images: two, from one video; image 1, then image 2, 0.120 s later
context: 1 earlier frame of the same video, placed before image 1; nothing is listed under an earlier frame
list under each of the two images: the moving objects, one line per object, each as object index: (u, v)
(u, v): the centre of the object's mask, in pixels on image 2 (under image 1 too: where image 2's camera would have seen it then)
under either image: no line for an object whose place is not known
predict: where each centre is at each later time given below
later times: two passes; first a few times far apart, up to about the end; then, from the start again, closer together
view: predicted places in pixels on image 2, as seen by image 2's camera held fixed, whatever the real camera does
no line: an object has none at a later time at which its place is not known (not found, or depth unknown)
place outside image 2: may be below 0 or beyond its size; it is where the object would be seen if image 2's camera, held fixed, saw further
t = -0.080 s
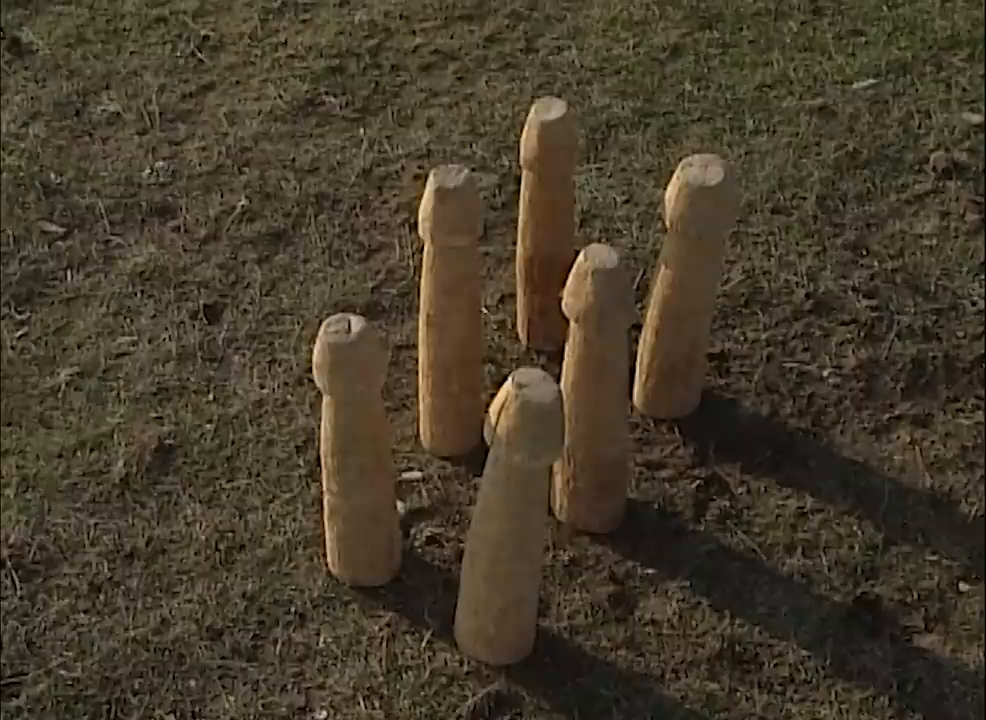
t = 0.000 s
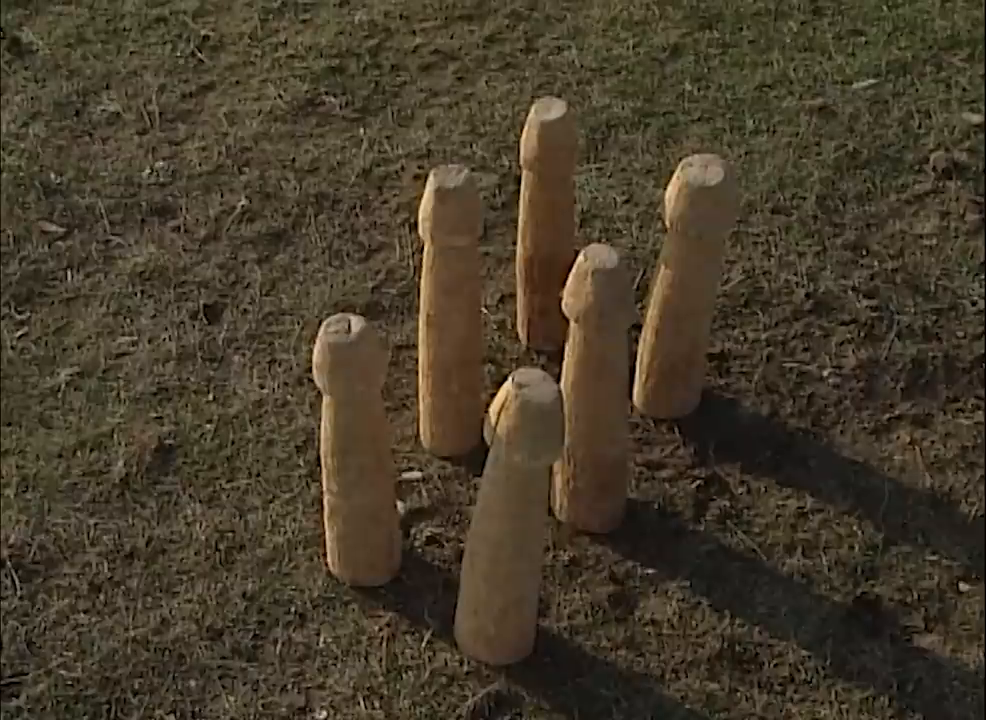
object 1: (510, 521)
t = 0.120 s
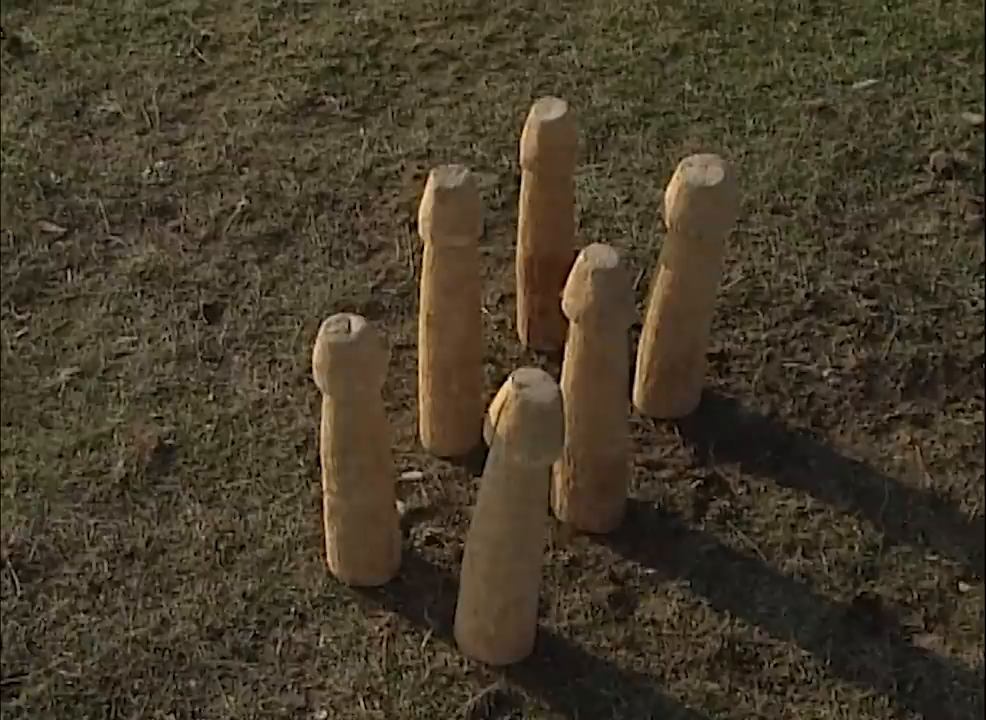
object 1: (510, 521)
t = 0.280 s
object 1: (510, 521)
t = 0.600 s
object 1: (466, 534)
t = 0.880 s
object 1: (386, 530)
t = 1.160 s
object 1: (362, 517)
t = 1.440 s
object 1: (293, 545)
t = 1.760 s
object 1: (264, 564)
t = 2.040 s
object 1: (277, 559)
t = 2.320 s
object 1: (309, 542)
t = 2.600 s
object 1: (308, 542)
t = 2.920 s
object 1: (303, 546)
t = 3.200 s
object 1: (304, 545)
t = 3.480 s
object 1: (304, 546)
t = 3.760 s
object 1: (304, 546)
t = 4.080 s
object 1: (303, 545)
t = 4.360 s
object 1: (303, 545)
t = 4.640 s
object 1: (303, 546)
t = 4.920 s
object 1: (304, 546)
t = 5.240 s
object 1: (304, 546)
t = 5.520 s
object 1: (304, 545)
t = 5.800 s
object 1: (304, 545)
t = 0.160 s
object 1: (510, 521)
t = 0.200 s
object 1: (510, 521)
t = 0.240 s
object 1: (510, 521)
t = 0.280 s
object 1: (510, 521)
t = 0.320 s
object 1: (510, 521)
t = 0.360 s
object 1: (510, 521)
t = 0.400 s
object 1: (510, 521)
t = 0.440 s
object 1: (510, 521)
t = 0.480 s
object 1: (510, 521)
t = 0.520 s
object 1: (498, 525)
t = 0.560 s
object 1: (482, 533)
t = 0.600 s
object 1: (466, 534)
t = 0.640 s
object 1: (451, 535)
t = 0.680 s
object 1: (437, 536)
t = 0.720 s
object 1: (423, 536)
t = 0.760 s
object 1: (410, 534)
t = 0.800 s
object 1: (399, 531)
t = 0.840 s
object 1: (392, 531)
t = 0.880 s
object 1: (386, 530)
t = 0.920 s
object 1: (381, 529)
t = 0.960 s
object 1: (378, 526)
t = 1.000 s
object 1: (375, 525)
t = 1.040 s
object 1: (372, 523)
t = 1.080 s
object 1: (370, 519)
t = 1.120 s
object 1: (367, 516)
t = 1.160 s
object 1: (362, 517)
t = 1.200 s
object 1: (357, 515)
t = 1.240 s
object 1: (349, 512)
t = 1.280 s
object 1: (340, 508)
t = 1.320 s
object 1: (330, 509)
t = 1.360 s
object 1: (318, 511)
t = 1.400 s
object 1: (305, 524)
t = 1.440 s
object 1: (293, 545)
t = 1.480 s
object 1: (288, 551)
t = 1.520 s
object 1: (281, 554)
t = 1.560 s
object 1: (275, 559)
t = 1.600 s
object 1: (271, 561)
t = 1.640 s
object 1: (268, 563)
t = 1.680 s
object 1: (266, 564)
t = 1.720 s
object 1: (264, 564)
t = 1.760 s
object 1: (264, 564)
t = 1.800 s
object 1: (264, 564)
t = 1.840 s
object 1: (265, 564)
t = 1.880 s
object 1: (266, 564)
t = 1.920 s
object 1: (268, 562)
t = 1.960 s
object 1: (270, 561)
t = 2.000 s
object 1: (273, 560)
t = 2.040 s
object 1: (277, 559)
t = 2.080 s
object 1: (281, 557)
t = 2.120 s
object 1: (286, 556)
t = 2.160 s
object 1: (291, 553)
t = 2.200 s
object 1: (296, 550)
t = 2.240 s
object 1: (301, 547)
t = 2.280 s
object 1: (306, 544)
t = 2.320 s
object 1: (309, 542)
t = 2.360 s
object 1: (311, 539)
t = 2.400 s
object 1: (313, 537)
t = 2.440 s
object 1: (313, 537)
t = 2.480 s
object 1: (312, 538)
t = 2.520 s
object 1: (311, 539)
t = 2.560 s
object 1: (309, 541)
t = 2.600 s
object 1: (308, 542)
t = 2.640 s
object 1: (306, 543)
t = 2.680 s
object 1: (304, 545)
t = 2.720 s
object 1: (303, 546)
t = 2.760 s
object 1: (303, 546)
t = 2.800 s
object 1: (302, 546)
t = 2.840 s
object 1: (302, 546)
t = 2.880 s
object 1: (303, 546)
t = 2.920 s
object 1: (303, 546)
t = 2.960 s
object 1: (303, 546)
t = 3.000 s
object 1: (303, 546)
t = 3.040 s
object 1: (303, 545)
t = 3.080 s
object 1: (303, 546)
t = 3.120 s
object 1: (304, 545)
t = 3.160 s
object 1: (303, 545)
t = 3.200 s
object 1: (304, 545)
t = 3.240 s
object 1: (303, 545)
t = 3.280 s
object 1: (304, 545)
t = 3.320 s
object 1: (303, 545)
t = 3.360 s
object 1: (304, 545)
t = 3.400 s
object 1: (304, 545)
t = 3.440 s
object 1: (304, 545)
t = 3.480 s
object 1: (304, 546)
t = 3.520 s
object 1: (304, 545)
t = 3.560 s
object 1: (304, 546)
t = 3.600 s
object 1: (304, 545)
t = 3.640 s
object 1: (303, 546)
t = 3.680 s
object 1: (304, 545)
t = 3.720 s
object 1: (304, 546)
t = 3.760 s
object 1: (304, 546)
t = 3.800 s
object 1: (303, 546)
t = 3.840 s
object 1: (303, 546)
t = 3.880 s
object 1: (303, 546)
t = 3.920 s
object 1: (303, 545)
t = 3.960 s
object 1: (303, 545)
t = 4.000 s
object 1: (303, 546)
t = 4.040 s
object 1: (303, 545)
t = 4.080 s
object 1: (303, 545)
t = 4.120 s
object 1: (303, 545)
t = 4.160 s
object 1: (303, 545)
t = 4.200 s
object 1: (304, 546)
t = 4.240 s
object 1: (303, 545)
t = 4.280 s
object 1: (303, 545)
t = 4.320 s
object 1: (303, 545)
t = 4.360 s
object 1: (303, 545)
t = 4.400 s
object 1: (304, 545)
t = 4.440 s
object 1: (303, 545)
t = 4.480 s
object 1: (304, 545)
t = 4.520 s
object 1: (304, 545)
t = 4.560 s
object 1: (303, 545)
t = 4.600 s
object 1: (303, 546)
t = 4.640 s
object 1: (303, 546)
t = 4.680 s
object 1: (303, 546)
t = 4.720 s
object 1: (304, 545)
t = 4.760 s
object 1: (304, 545)
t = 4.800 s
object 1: (304, 545)
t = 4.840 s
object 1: (304, 545)
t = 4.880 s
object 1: (303, 546)
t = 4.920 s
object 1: (304, 546)
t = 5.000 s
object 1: (304, 545)
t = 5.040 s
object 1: (304, 546)
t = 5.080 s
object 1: (303, 546)
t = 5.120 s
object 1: (304, 546)
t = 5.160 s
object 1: (304, 545)
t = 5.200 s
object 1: (304, 545)
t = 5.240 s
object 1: (304, 546)
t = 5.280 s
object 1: (304, 545)
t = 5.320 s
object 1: (304, 546)
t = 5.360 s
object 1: (304, 545)
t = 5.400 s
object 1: (304, 546)
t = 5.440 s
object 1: (304, 545)
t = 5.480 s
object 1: (303, 546)
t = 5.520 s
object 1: (304, 545)
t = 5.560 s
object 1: (303, 546)
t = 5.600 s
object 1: (304, 545)
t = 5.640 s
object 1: (304, 546)
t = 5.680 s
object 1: (304, 545)
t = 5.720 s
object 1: (304, 546)
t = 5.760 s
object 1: (304, 545)
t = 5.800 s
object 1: (304, 545)
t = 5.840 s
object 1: (304, 545)
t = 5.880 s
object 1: (304, 546)
